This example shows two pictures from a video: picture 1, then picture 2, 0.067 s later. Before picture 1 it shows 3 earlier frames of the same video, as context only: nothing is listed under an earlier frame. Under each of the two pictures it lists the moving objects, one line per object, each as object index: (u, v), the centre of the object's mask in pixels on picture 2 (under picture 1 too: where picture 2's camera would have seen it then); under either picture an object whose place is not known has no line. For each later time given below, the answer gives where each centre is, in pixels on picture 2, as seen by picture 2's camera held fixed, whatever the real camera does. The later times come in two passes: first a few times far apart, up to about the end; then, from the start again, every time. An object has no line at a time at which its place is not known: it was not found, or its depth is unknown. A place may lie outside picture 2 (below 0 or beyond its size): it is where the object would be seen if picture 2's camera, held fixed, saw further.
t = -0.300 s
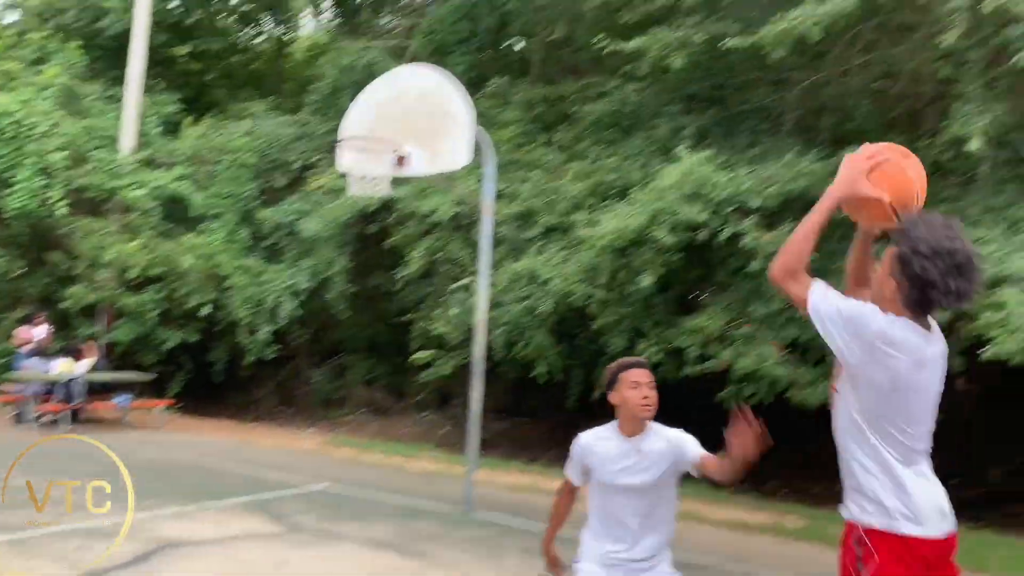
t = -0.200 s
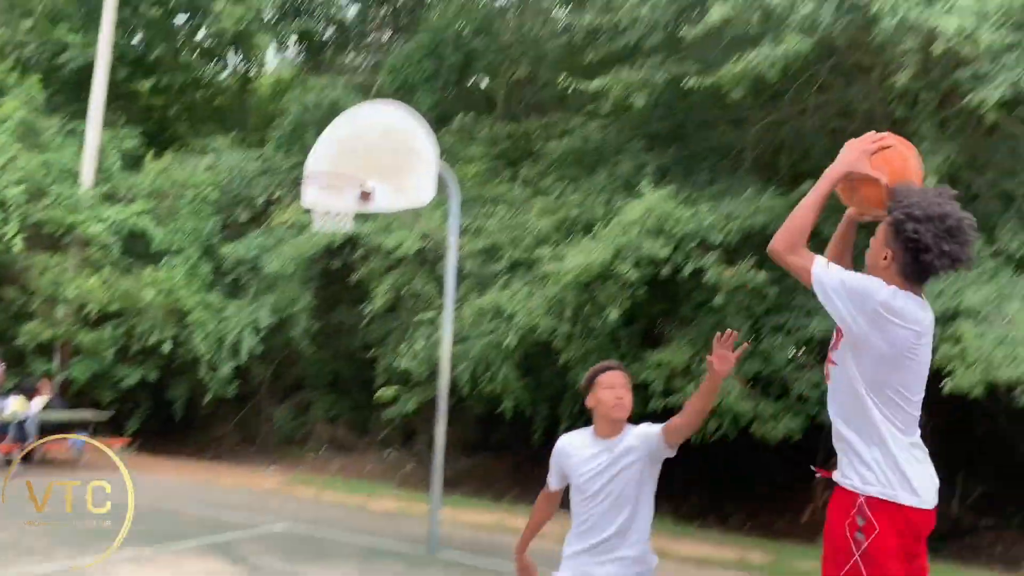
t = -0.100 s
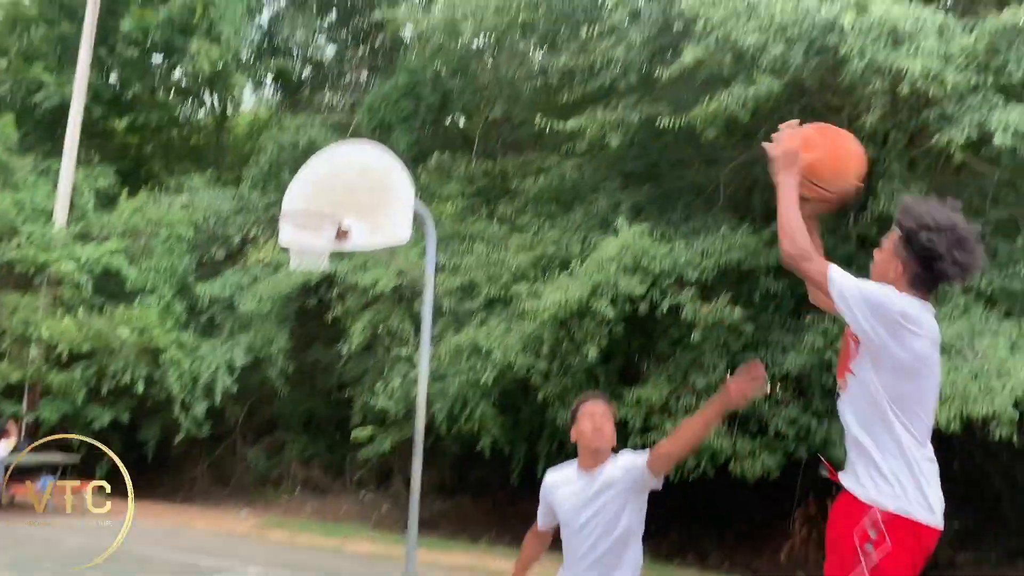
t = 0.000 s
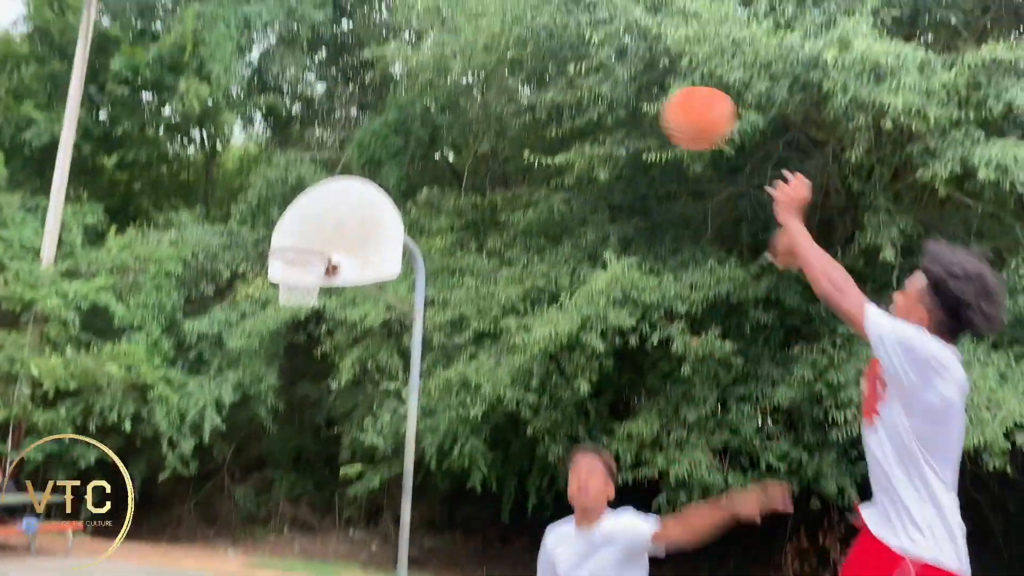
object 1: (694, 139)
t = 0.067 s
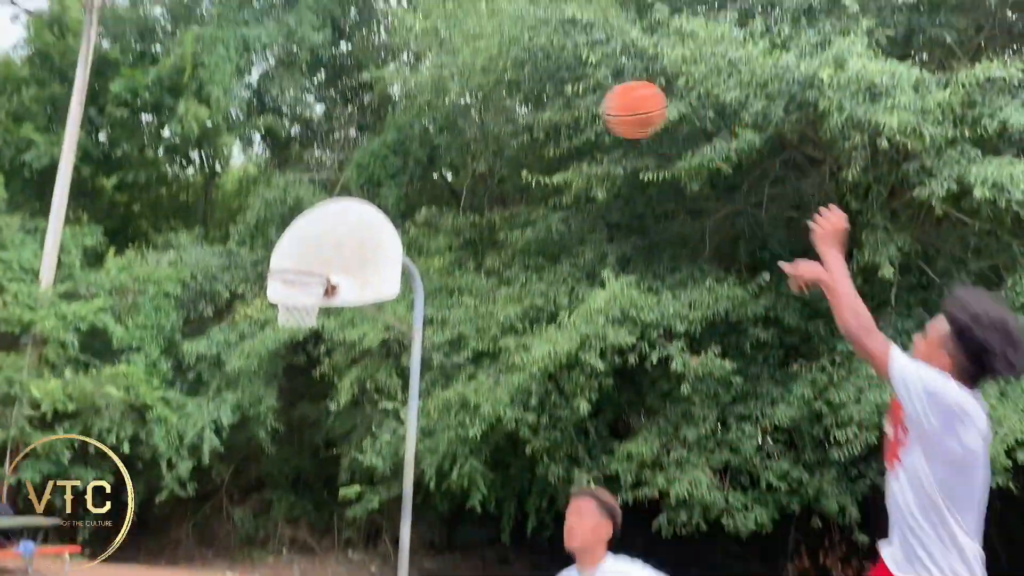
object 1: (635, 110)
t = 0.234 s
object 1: (523, 92)
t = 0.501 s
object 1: (409, 151)
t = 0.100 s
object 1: (609, 101)
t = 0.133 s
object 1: (585, 95)
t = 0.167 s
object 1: (562, 92)
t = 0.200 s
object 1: (542, 91)
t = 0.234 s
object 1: (523, 92)
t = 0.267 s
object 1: (506, 95)
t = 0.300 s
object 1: (490, 100)
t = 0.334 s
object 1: (474, 105)
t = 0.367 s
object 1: (460, 112)
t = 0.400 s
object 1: (447, 120)
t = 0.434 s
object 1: (433, 129)
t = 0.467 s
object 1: (421, 140)
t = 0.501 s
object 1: (409, 151)
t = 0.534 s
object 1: (397, 163)
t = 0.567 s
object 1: (385, 176)
